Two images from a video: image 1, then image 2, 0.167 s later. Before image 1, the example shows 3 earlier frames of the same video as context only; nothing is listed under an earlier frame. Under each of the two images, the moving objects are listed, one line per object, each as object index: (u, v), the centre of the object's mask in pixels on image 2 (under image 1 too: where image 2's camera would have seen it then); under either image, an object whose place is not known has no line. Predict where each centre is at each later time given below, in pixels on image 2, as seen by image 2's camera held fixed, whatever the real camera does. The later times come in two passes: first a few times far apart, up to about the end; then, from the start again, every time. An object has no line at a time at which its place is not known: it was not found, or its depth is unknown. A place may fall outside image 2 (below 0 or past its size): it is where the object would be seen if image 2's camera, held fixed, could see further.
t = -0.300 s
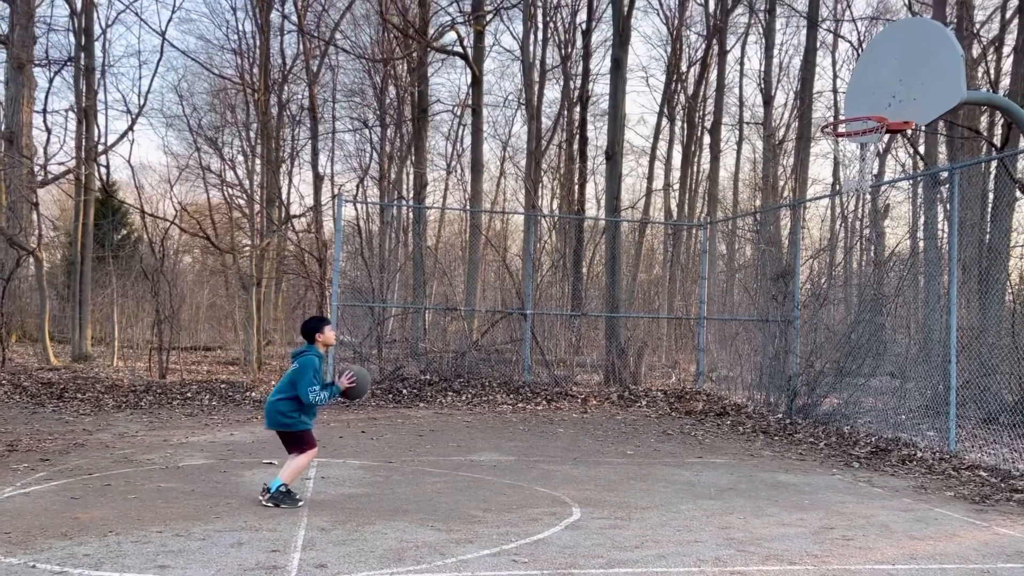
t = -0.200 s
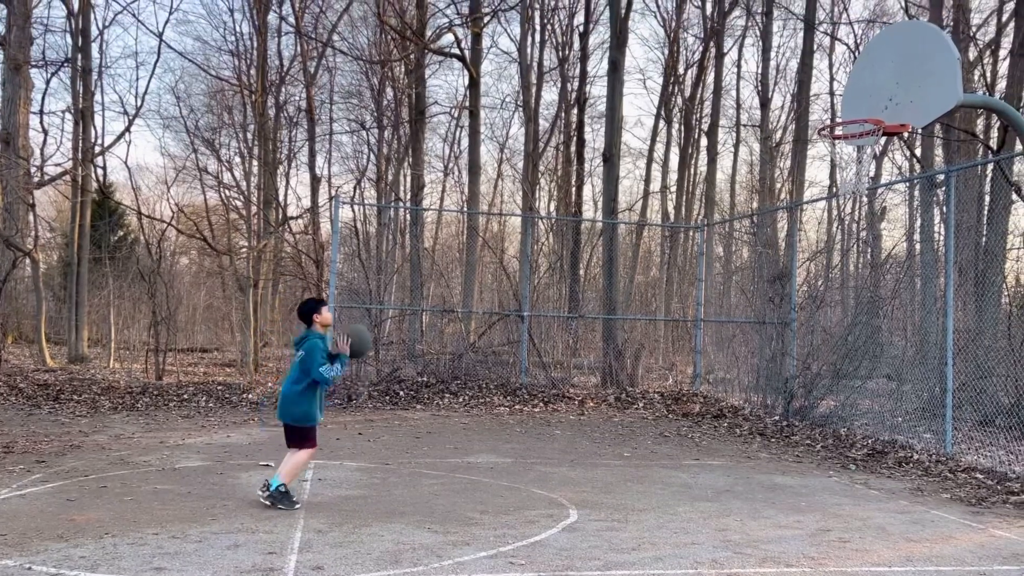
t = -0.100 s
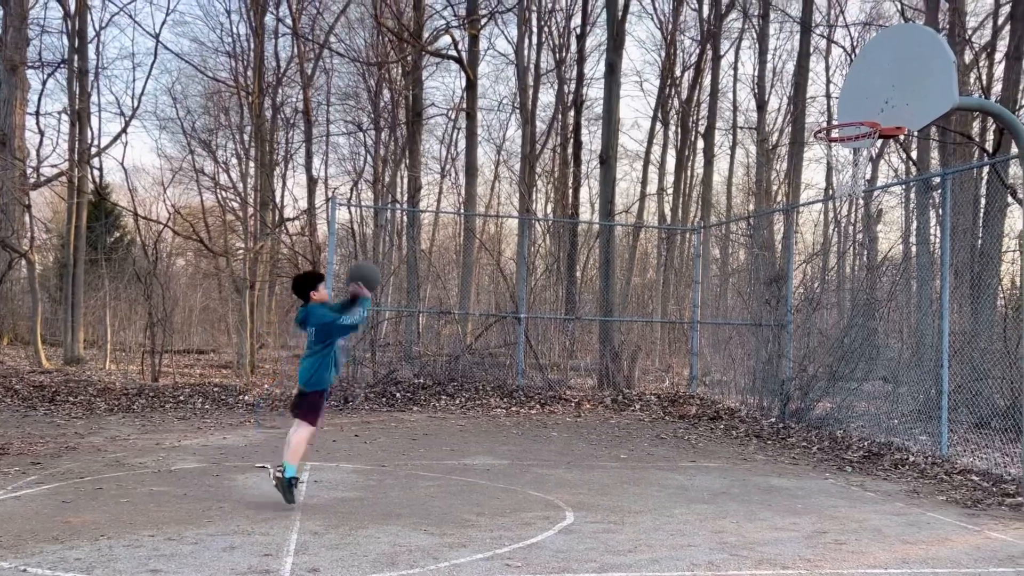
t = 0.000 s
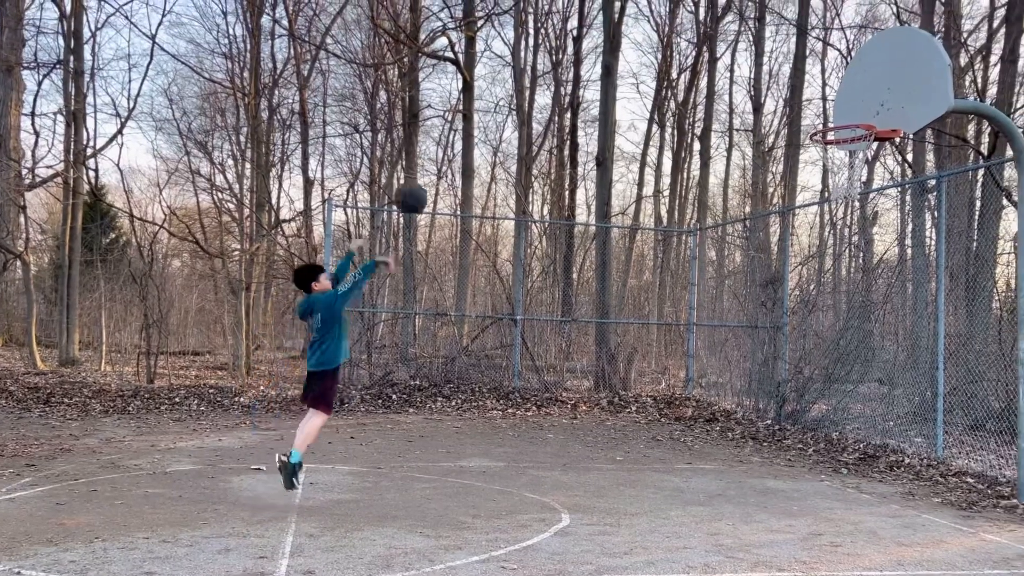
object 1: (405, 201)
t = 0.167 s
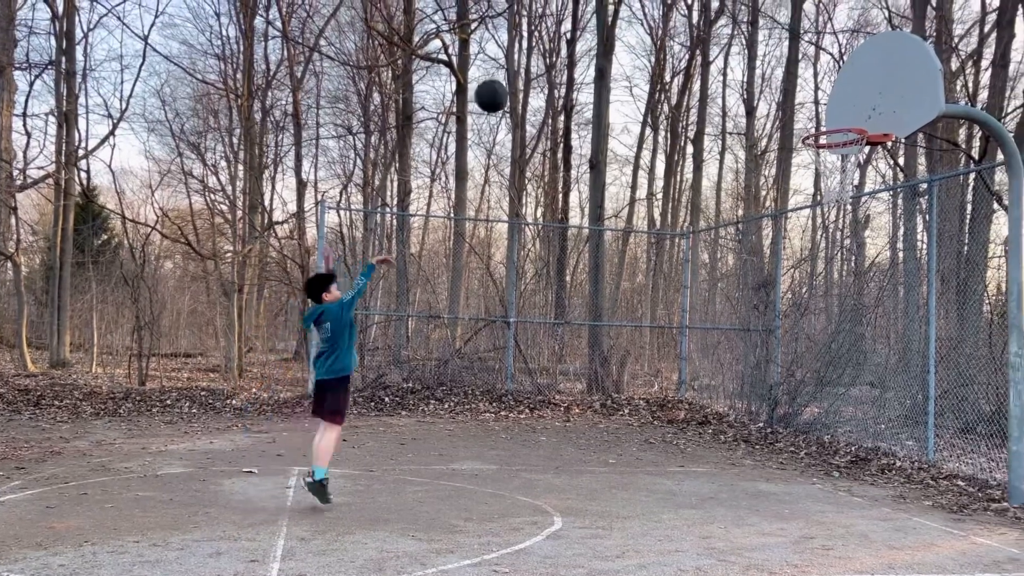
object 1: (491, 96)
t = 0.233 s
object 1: (524, 66)
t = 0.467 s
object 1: (631, 11)
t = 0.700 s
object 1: (726, 27)
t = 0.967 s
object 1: (829, 124)
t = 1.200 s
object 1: (867, 196)
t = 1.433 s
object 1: (878, 287)
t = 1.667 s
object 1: (889, 441)
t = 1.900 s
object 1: (880, 399)
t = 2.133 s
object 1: (861, 326)
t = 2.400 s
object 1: (837, 313)
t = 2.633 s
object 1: (817, 371)
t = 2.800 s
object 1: (804, 450)
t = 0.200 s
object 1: (507, 80)
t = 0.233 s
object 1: (524, 66)
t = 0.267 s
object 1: (540, 53)
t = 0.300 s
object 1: (556, 42)
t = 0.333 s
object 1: (571, 32)
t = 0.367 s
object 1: (586, 25)
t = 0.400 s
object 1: (601, 18)
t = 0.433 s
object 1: (615, 13)
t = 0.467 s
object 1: (631, 11)
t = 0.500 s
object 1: (644, 9)
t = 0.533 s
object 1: (658, 8)
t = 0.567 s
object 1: (673, 9)
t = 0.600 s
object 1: (686, 10)
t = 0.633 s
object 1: (700, 15)
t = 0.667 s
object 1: (714, 20)
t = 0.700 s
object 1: (726, 27)
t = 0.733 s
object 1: (739, 35)
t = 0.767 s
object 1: (753, 44)
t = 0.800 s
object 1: (767, 54)
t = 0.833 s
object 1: (777, 66)
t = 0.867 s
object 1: (791, 79)
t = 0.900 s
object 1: (805, 93)
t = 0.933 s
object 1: (817, 108)
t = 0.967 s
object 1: (829, 124)
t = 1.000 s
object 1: (841, 143)
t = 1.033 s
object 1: (852, 160)
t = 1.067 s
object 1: (858, 169)
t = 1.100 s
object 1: (862, 175)
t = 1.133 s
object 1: (864, 180)
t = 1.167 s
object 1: (865, 188)
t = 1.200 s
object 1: (867, 196)
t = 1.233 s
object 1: (868, 205)
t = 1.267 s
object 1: (869, 215)
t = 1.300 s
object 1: (872, 227)
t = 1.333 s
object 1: (873, 240)
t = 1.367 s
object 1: (875, 255)
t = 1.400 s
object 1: (876, 270)
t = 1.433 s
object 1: (878, 287)
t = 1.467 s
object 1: (879, 306)
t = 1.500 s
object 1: (882, 326)
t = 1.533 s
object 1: (883, 345)
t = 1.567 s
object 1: (884, 367)
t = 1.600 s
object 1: (886, 390)
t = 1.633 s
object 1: (888, 414)
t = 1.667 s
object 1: (889, 441)
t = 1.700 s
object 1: (892, 466)
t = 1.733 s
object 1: (892, 491)
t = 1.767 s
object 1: (891, 471)
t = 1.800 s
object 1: (888, 453)
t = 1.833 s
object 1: (885, 434)
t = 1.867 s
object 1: (882, 416)
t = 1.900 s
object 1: (880, 399)
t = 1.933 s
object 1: (877, 385)
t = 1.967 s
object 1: (873, 372)
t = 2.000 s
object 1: (872, 360)
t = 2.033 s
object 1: (869, 347)
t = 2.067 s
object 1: (865, 338)
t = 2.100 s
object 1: (862, 330)
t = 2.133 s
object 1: (861, 326)
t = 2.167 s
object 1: (856, 316)
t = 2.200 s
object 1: (853, 313)
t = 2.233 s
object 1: (851, 309)
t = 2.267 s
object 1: (848, 309)
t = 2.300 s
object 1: (845, 307)
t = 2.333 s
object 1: (842, 308)
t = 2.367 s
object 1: (840, 309)
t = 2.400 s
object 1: (837, 313)
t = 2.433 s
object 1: (834, 318)
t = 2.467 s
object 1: (830, 325)
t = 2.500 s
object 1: (828, 330)
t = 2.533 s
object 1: (825, 339)
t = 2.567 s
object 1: (822, 348)
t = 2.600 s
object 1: (820, 359)
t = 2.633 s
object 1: (817, 371)
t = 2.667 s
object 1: (814, 385)
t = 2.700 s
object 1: (811, 398)
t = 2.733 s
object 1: (807, 414)
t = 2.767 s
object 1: (806, 432)
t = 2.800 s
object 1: (804, 450)
